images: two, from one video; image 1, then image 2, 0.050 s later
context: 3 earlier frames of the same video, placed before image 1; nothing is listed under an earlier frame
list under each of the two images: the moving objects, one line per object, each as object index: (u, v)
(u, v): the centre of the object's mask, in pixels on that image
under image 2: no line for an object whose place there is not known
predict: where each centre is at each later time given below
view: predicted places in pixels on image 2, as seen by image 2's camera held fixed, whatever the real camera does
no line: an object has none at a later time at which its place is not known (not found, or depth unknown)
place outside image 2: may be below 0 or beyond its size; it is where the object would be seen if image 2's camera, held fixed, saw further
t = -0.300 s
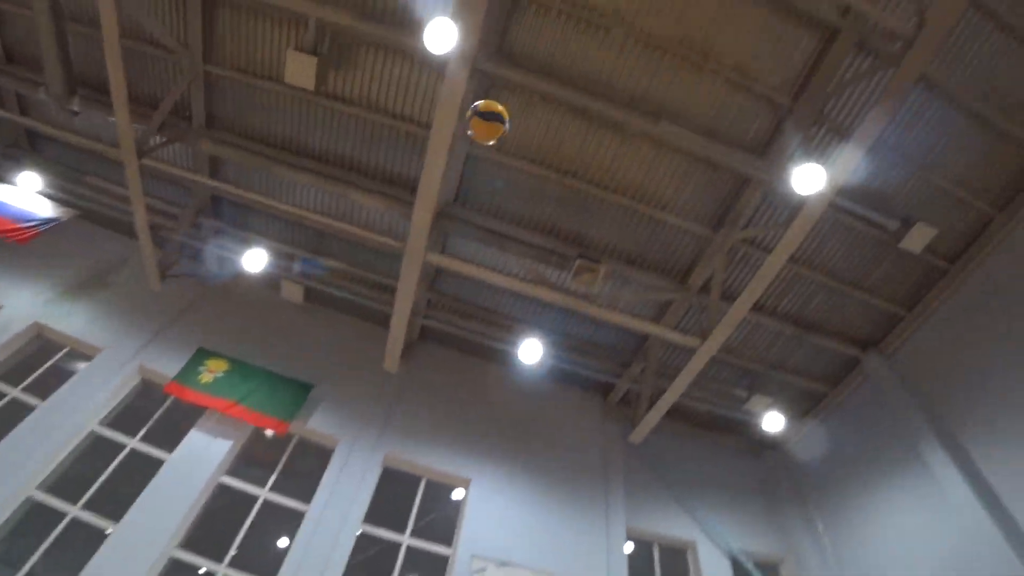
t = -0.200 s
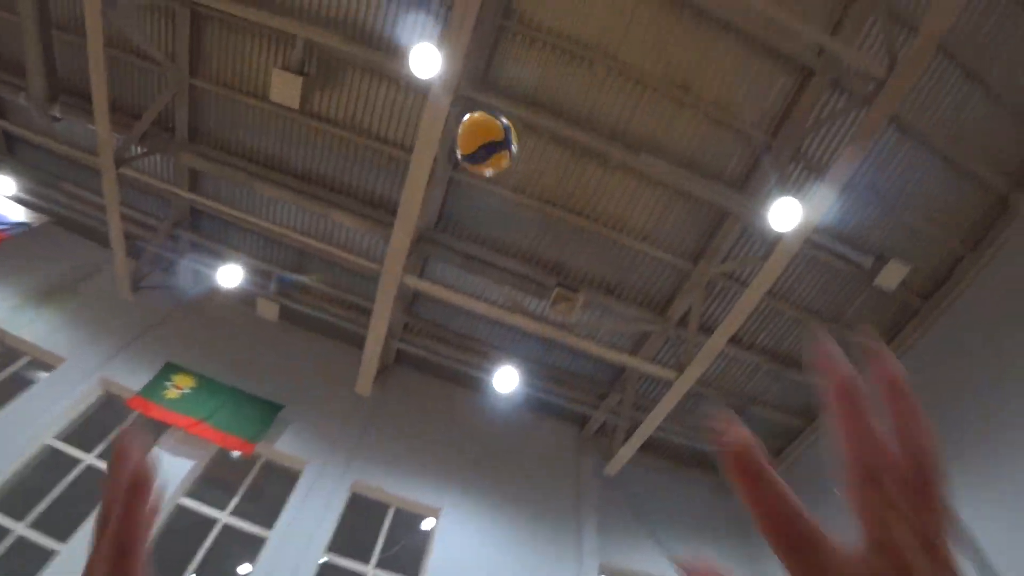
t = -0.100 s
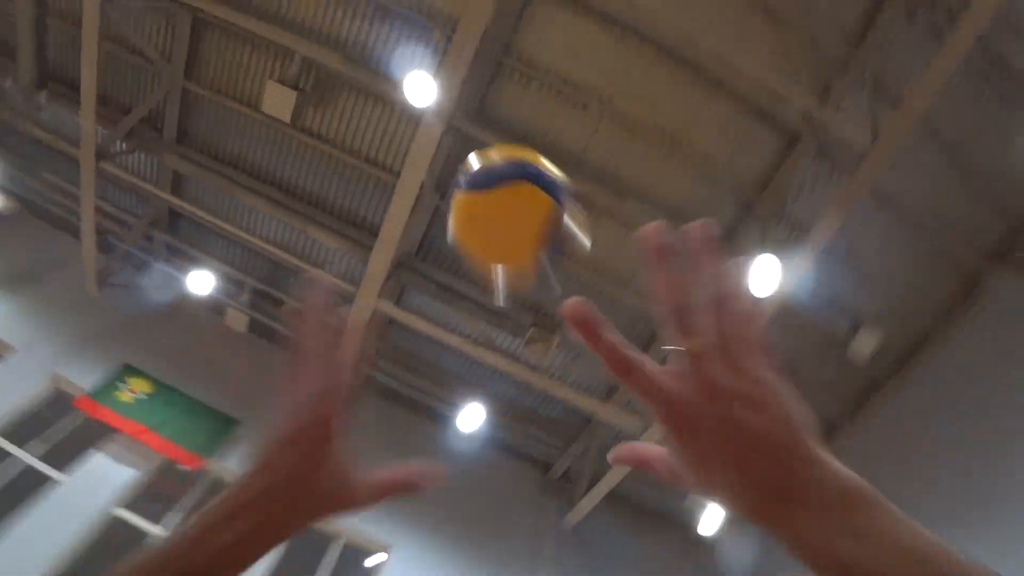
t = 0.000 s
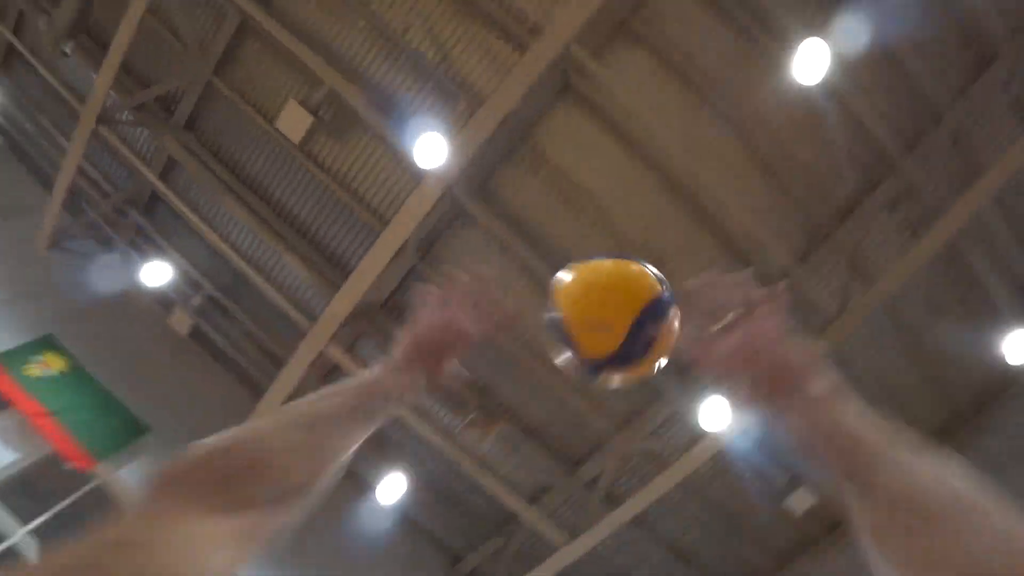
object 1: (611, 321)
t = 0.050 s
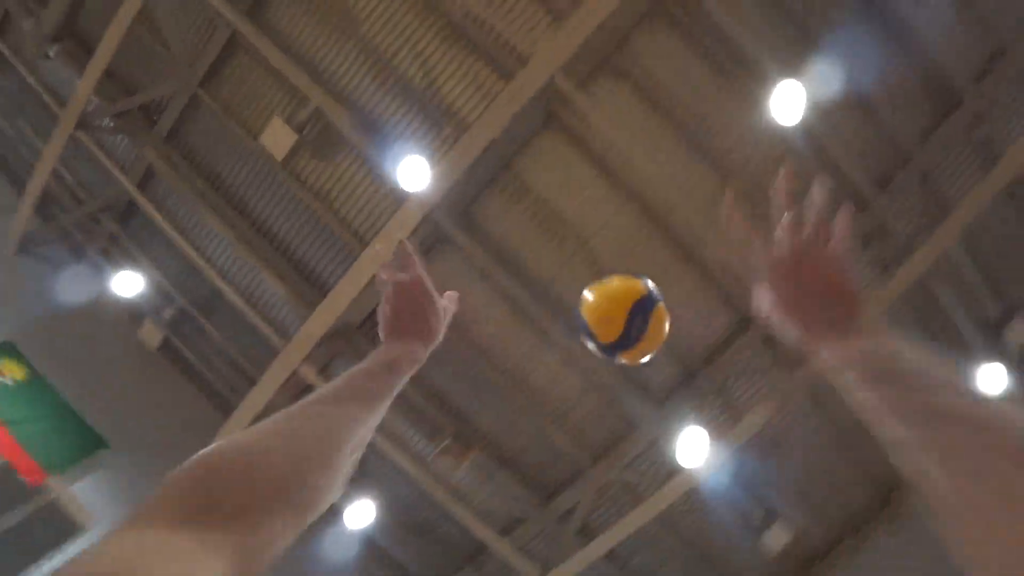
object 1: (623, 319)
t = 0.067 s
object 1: (632, 314)
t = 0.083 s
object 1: (637, 311)
